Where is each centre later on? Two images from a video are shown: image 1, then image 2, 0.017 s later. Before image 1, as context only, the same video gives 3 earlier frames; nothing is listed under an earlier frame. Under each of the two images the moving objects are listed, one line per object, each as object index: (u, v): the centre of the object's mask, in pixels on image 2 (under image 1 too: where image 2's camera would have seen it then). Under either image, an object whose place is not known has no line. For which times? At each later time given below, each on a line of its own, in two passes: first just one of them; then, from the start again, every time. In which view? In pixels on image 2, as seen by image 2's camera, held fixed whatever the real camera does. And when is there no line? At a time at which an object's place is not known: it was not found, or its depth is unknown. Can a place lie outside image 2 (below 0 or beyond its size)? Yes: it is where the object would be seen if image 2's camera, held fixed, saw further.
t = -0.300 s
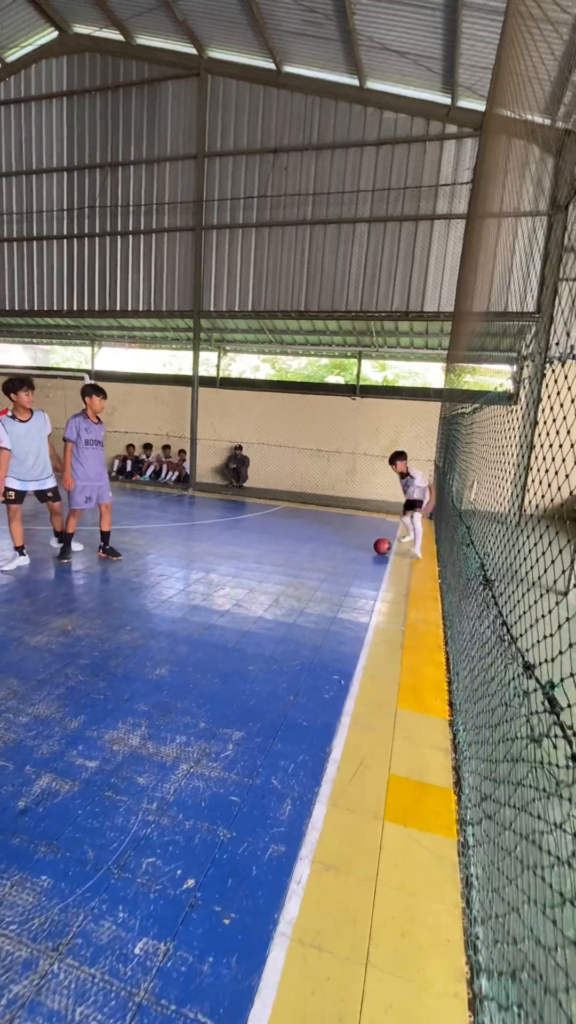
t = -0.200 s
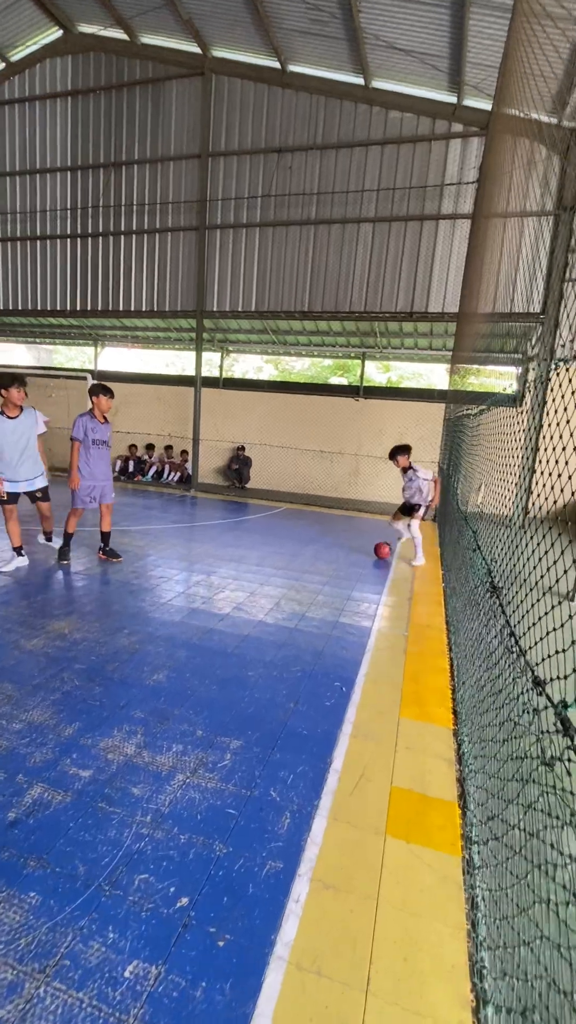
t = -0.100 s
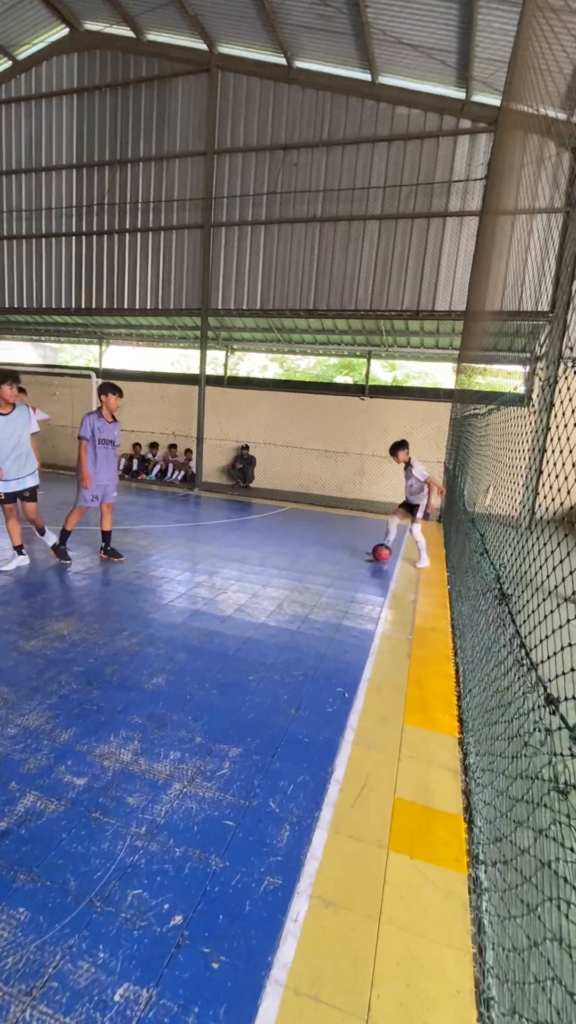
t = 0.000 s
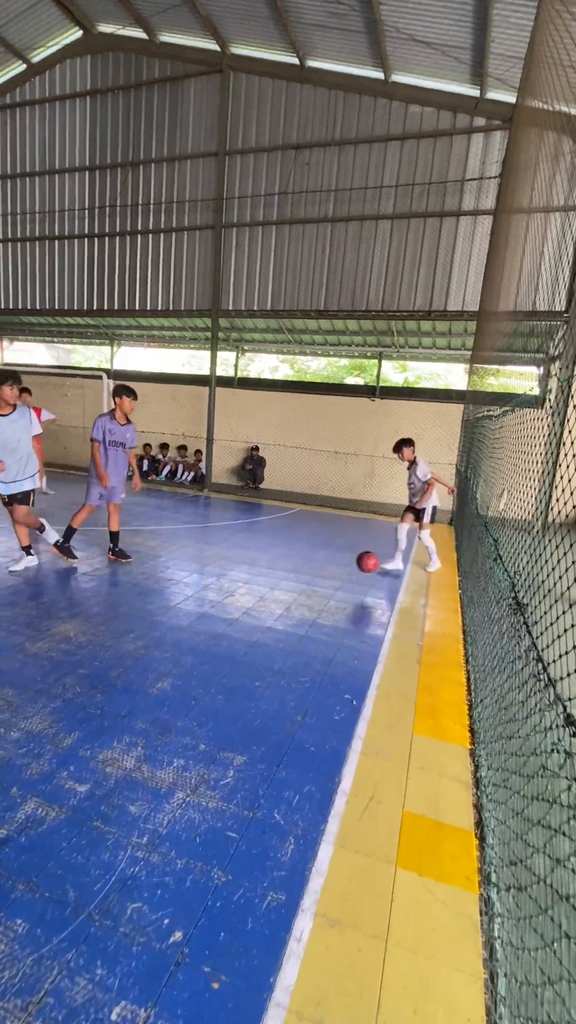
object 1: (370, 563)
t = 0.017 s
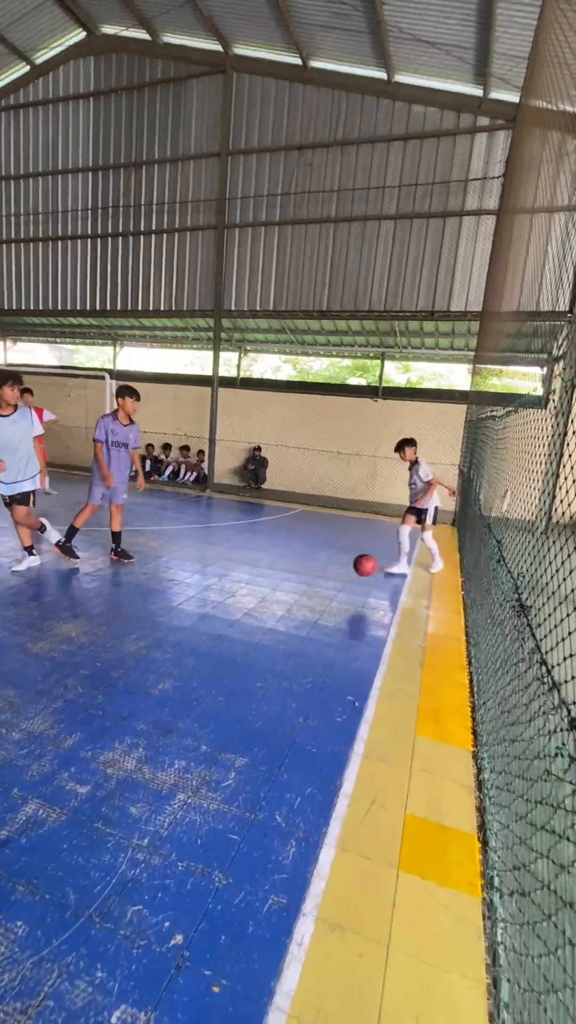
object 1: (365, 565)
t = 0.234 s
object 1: (253, 663)
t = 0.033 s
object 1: (359, 568)
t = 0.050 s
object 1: (354, 572)
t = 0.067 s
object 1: (348, 576)
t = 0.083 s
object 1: (341, 580)
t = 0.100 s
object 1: (334, 586)
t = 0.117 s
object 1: (326, 592)
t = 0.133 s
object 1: (318, 599)
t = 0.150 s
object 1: (309, 606)
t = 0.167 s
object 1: (299, 616)
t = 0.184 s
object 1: (289, 626)
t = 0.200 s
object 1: (278, 637)
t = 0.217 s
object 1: (266, 649)
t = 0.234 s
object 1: (253, 663)
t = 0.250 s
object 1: (237, 680)
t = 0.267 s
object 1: (223, 694)
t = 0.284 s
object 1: (210, 700)
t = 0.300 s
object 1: (198, 708)
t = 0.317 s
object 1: (181, 718)
